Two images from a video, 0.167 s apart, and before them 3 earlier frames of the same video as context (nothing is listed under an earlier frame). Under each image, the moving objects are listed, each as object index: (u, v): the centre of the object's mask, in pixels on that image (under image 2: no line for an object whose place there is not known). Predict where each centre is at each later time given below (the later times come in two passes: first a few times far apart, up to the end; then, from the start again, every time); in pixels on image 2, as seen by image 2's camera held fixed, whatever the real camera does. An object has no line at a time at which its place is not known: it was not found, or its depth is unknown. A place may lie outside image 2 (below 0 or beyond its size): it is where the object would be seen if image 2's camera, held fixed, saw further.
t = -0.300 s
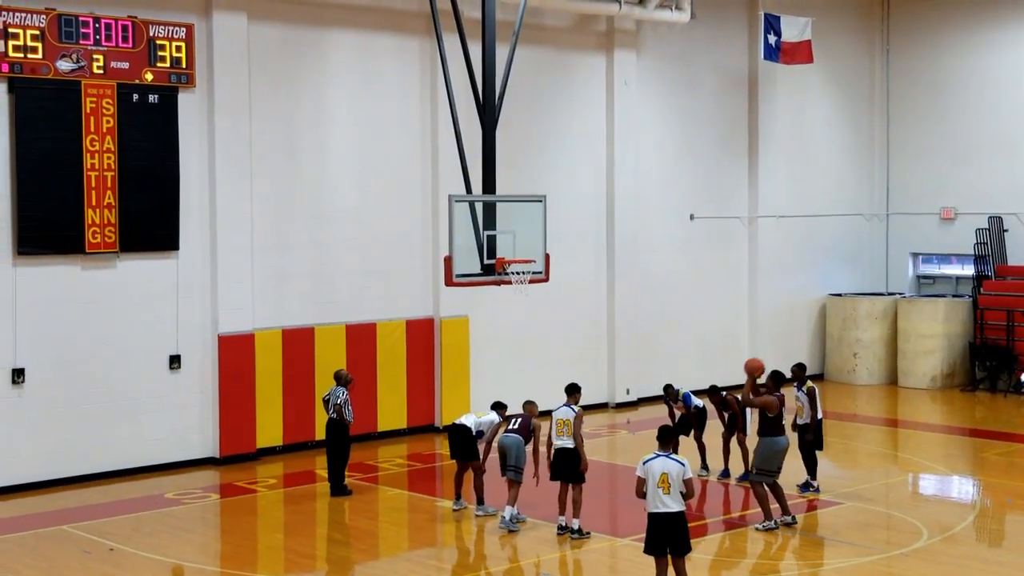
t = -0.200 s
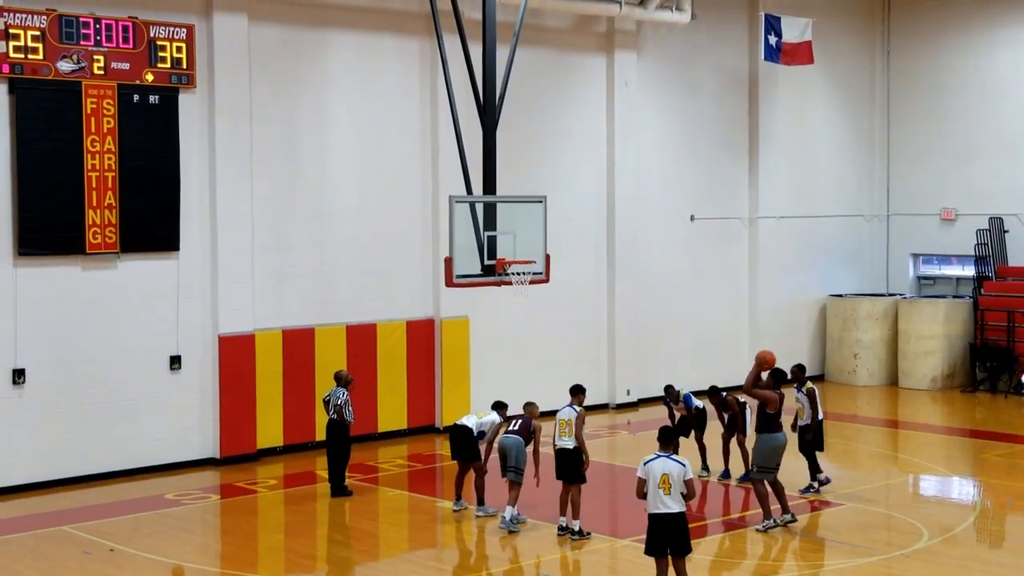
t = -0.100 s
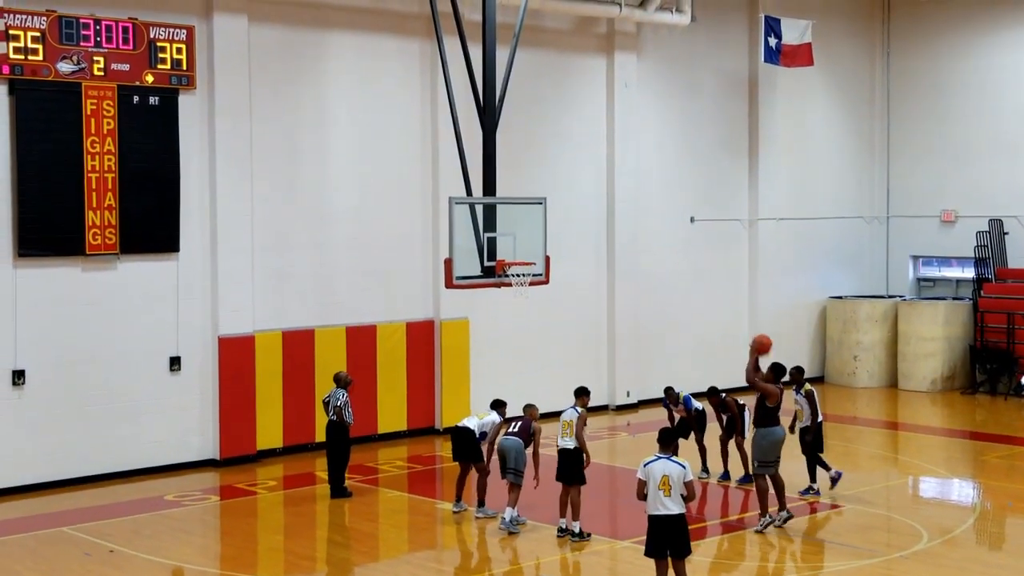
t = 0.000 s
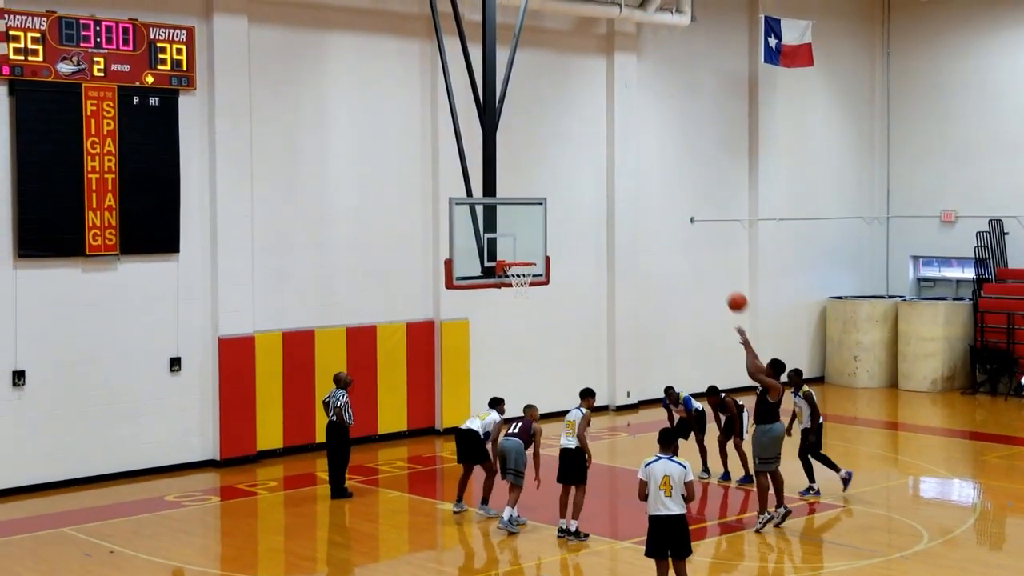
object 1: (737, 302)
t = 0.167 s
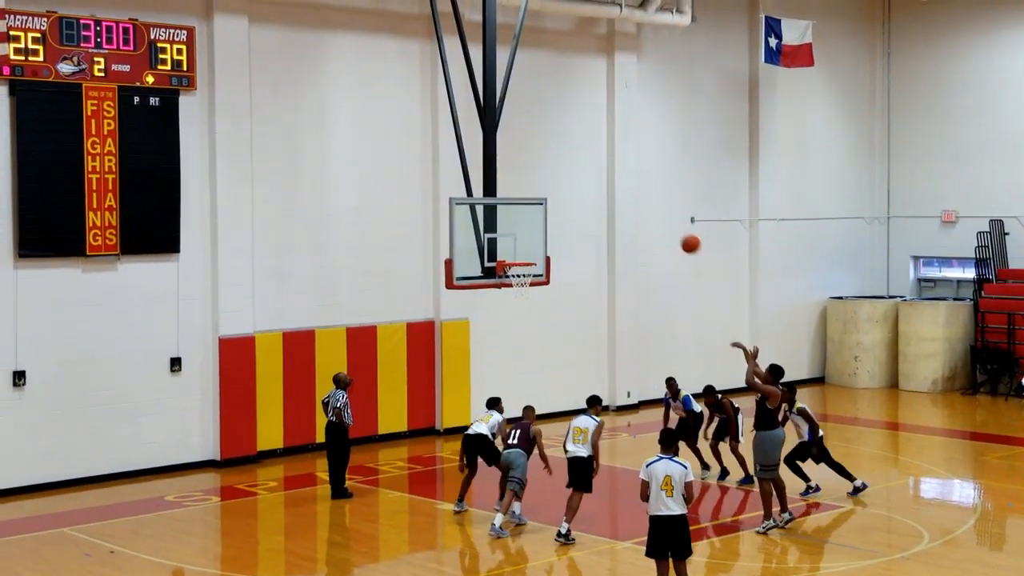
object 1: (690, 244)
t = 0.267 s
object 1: (663, 221)
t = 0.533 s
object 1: (597, 199)
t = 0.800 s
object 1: (538, 230)
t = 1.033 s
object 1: (528, 251)
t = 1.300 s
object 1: (530, 222)
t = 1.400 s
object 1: (531, 224)
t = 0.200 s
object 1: (682, 235)
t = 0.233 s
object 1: (672, 227)
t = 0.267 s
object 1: (663, 221)
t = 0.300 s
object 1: (655, 215)
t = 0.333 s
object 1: (646, 210)
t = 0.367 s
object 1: (638, 206)
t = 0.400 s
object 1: (630, 203)
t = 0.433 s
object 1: (621, 201)
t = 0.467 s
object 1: (613, 200)
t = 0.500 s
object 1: (605, 199)
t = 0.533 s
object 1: (597, 199)
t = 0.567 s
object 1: (589, 200)
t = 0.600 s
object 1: (582, 202)
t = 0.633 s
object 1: (574, 205)
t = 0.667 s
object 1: (567, 208)
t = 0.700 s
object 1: (559, 212)
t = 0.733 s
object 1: (552, 217)
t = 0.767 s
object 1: (545, 223)
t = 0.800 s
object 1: (538, 230)
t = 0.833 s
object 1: (531, 236)
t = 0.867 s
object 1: (524, 244)
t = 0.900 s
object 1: (517, 252)
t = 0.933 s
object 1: (513, 258)
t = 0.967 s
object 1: (521, 259)
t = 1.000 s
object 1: (528, 258)
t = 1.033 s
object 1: (528, 251)
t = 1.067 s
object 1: (528, 245)
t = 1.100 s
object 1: (528, 239)
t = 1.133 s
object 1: (529, 235)
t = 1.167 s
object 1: (529, 230)
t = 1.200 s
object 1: (529, 227)
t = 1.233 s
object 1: (529, 225)
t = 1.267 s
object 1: (530, 223)
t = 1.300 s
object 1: (530, 222)
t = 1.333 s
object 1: (530, 222)
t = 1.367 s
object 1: (531, 223)
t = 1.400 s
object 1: (531, 224)
